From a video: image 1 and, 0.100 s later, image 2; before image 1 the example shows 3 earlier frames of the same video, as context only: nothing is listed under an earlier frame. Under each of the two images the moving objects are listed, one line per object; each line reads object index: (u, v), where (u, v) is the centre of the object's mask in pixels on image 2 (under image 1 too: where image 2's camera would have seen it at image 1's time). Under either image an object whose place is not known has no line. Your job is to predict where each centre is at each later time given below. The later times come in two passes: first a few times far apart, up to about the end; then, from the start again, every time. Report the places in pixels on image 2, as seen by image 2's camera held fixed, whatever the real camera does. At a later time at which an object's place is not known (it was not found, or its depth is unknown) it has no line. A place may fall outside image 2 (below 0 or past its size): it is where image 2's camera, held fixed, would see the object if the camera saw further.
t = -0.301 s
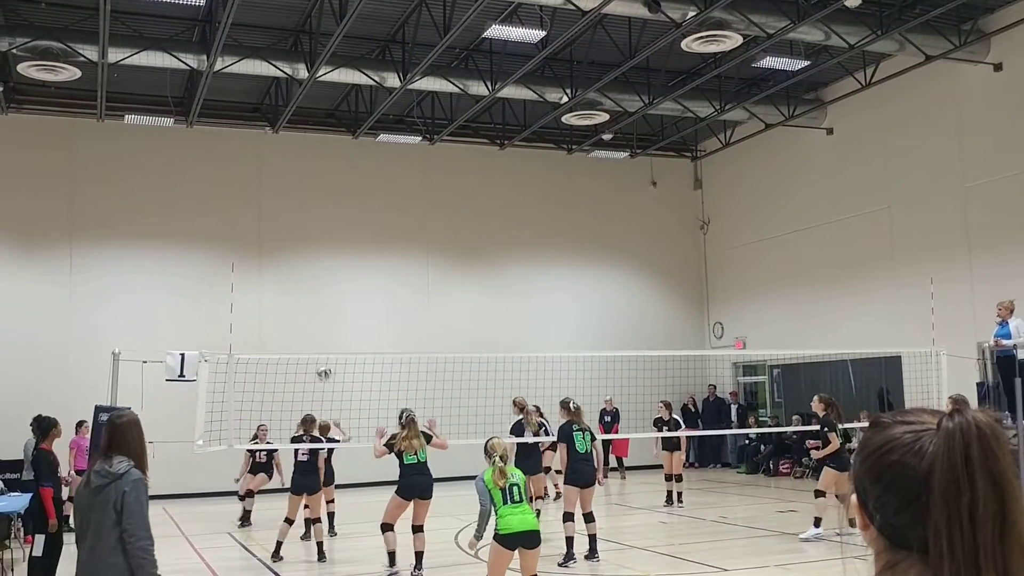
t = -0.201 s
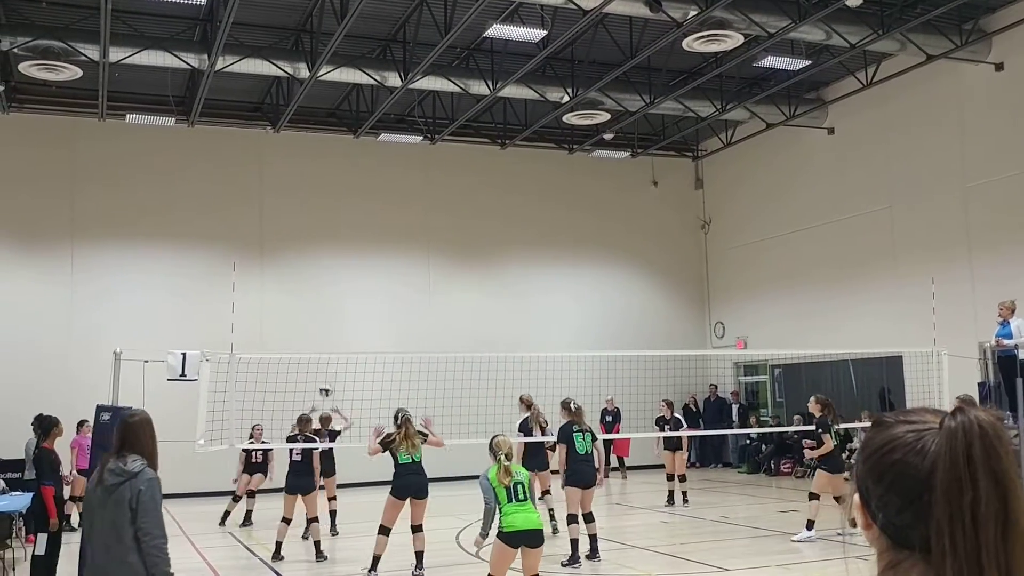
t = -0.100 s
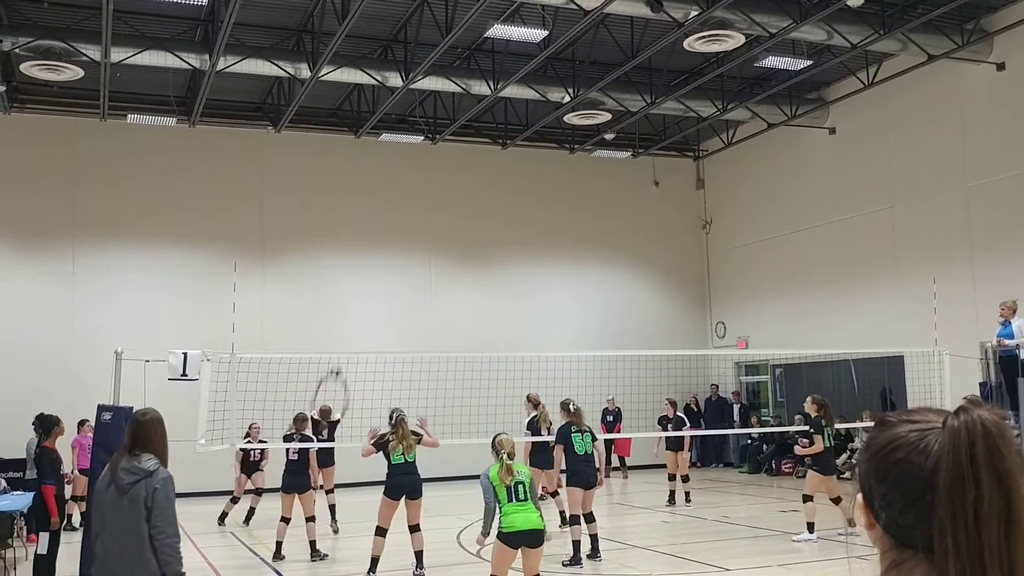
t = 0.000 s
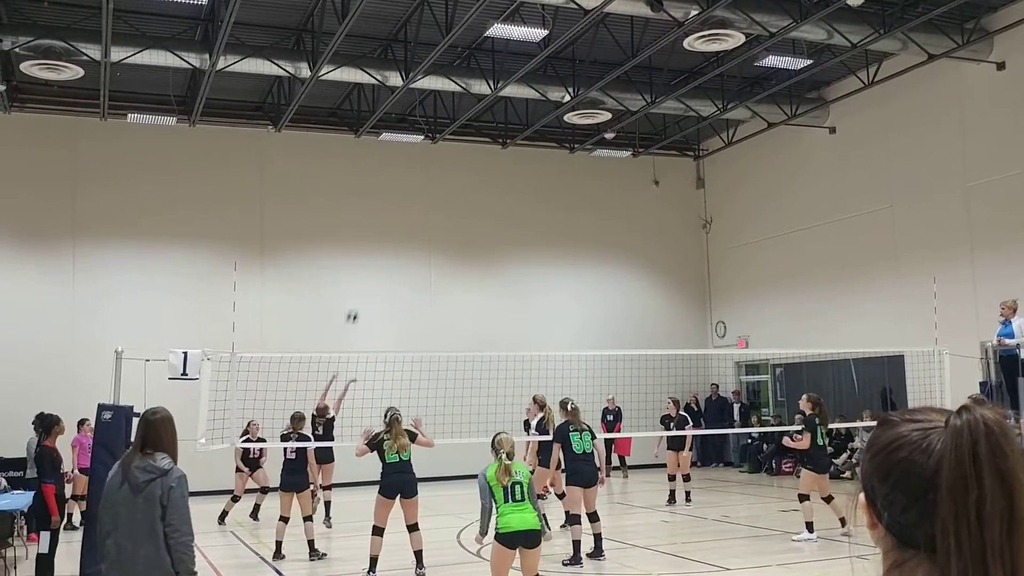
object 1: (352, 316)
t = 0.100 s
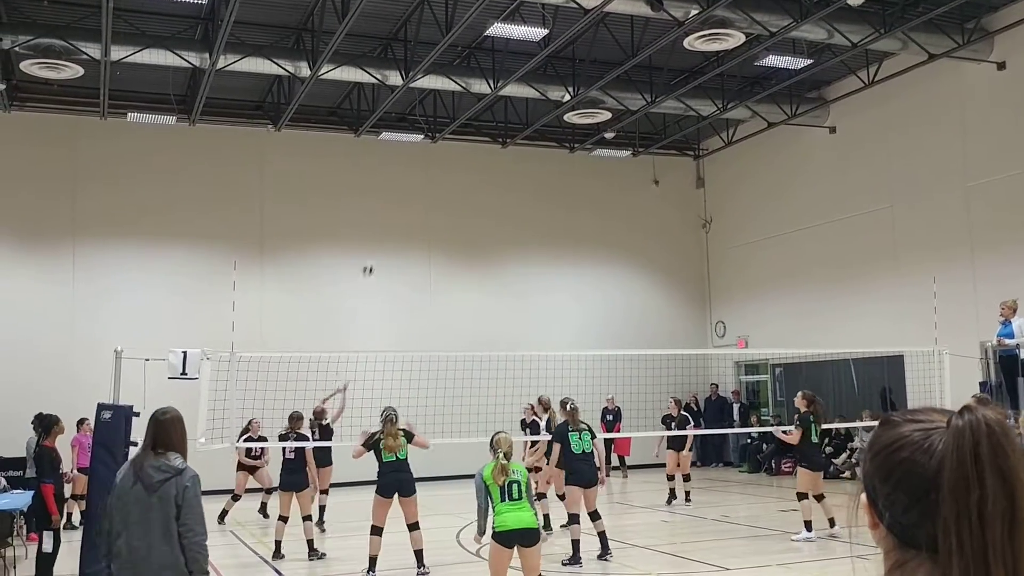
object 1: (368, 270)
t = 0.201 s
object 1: (383, 230)
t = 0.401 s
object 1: (412, 177)
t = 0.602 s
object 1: (438, 150)
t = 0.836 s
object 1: (470, 152)
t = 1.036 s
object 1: (497, 180)
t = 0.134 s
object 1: (373, 254)
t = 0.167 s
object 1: (377, 242)
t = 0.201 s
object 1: (383, 230)
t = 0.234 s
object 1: (388, 219)
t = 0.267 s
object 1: (393, 209)
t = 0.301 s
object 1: (398, 200)
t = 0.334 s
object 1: (404, 191)
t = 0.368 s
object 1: (408, 183)
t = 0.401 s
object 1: (412, 177)
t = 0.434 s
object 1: (417, 170)
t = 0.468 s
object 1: (421, 163)
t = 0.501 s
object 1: (426, 159)
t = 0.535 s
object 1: (430, 154)
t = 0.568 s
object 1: (434, 152)
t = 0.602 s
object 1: (438, 150)
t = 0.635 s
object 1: (443, 148)
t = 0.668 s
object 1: (448, 147)
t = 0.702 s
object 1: (452, 146)
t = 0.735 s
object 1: (457, 146)
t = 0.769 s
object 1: (461, 148)
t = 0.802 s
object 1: (466, 149)
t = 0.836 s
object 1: (470, 152)
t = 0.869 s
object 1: (475, 155)
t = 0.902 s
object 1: (479, 158)
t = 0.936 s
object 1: (483, 163)
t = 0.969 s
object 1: (487, 168)
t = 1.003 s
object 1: (492, 174)
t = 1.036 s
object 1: (497, 180)
